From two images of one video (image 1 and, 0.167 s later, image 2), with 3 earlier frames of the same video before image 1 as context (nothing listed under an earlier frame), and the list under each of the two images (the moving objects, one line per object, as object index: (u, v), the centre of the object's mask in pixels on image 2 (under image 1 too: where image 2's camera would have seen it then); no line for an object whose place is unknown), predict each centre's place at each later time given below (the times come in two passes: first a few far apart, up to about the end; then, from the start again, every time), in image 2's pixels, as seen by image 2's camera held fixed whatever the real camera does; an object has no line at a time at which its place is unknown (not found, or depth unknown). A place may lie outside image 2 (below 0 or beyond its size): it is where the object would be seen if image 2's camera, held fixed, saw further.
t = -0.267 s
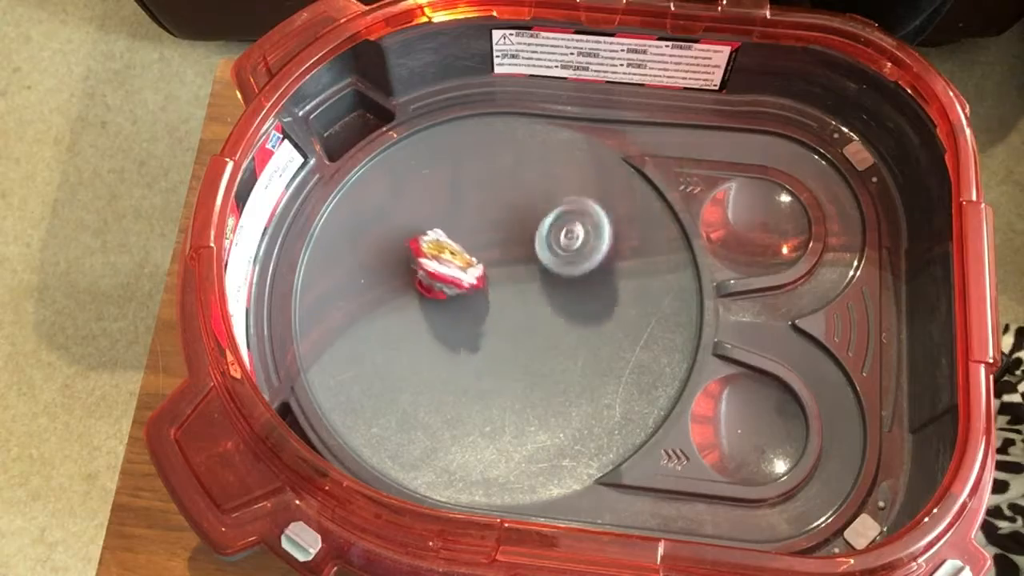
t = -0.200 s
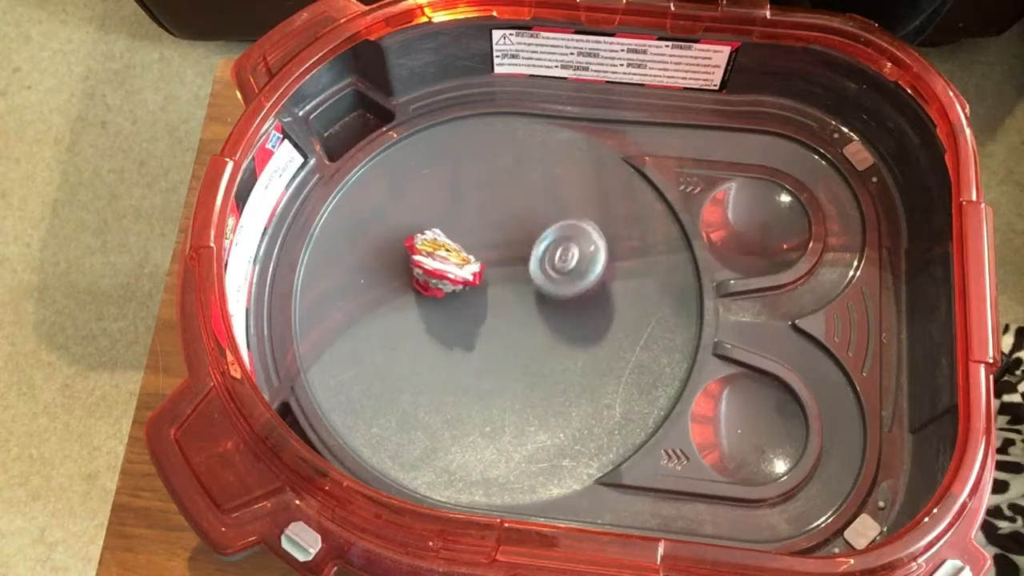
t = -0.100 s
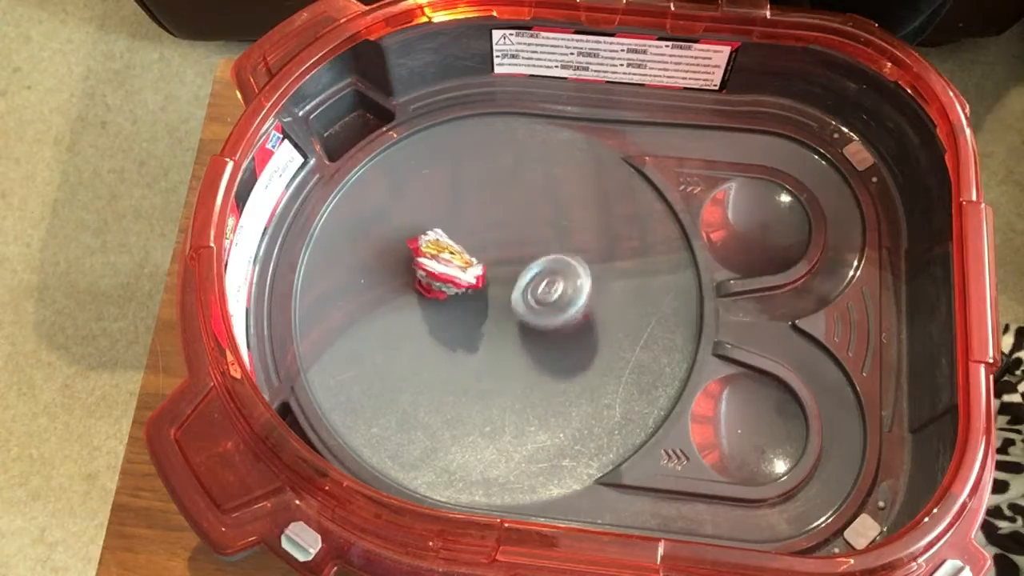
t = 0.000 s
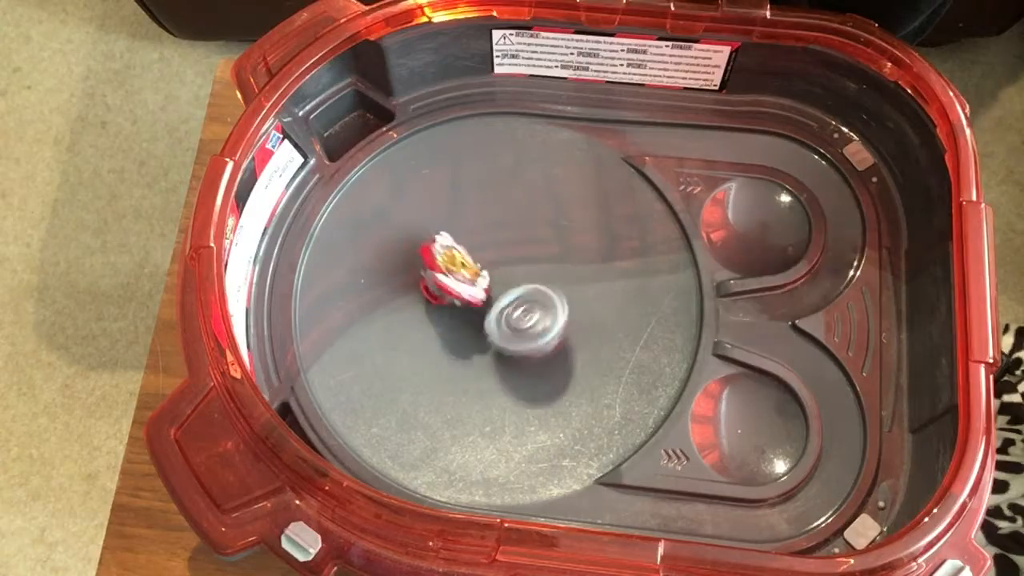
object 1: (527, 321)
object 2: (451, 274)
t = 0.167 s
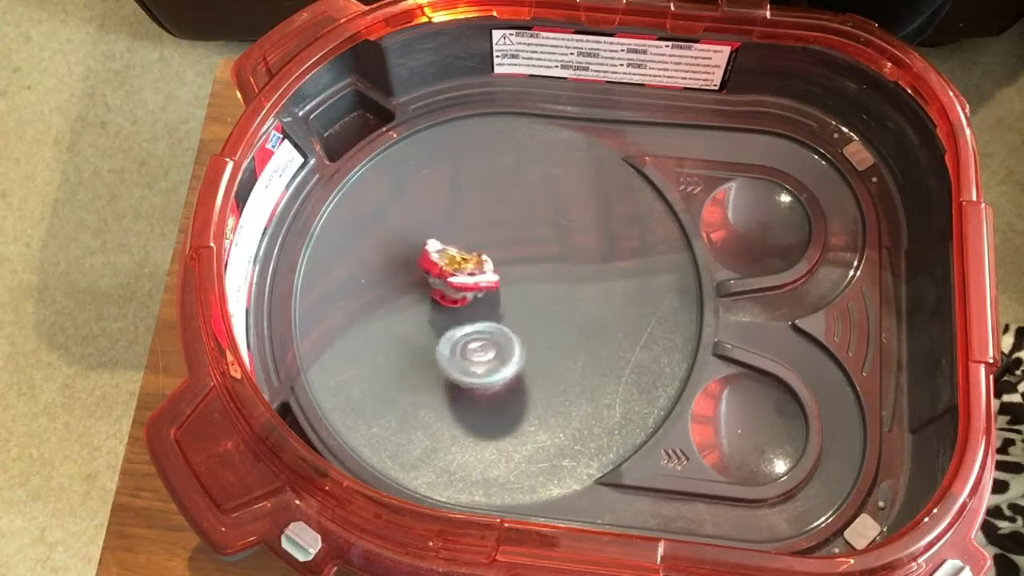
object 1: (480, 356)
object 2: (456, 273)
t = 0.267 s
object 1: (448, 354)
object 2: (466, 278)
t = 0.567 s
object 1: (407, 292)
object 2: (486, 303)
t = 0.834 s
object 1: (463, 241)
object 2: (490, 314)
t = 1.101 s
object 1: (529, 264)
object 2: (483, 330)
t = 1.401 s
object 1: (547, 326)
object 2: (450, 325)
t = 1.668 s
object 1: (514, 352)
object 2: (433, 291)
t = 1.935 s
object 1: (518, 329)
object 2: (436, 292)
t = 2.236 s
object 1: (545, 340)
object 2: (441, 297)
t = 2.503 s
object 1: (529, 329)
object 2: (441, 297)
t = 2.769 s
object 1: (517, 300)
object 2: (437, 290)
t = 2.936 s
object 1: (518, 291)
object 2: (441, 297)
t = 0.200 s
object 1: (469, 356)
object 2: (459, 274)
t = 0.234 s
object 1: (459, 356)
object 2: (463, 276)
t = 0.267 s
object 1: (448, 354)
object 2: (466, 278)
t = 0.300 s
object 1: (438, 351)
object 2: (470, 280)
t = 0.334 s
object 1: (429, 345)
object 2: (472, 282)
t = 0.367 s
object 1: (422, 339)
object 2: (474, 285)
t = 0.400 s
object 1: (415, 332)
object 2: (476, 287)
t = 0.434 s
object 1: (410, 324)
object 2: (478, 290)
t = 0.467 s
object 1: (406, 317)
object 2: (480, 293)
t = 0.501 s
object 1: (405, 308)
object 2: (484, 297)
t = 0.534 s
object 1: (404, 301)
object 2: (486, 300)
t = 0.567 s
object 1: (407, 292)
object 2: (486, 303)
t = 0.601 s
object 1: (410, 283)
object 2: (486, 305)
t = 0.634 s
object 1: (415, 275)
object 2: (486, 306)
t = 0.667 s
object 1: (421, 268)
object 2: (487, 305)
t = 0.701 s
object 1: (427, 259)
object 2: (488, 307)
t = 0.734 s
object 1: (435, 251)
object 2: (490, 310)
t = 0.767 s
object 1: (444, 246)
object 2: (490, 311)
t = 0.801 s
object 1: (454, 244)
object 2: (491, 313)
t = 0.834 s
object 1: (463, 241)
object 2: (490, 314)
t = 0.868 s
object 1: (472, 240)
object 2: (490, 314)
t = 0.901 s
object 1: (481, 240)
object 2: (490, 315)
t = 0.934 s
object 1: (490, 240)
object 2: (491, 319)
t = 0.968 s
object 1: (500, 242)
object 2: (490, 323)
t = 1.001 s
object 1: (509, 246)
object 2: (488, 327)
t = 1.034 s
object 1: (516, 252)
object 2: (486, 328)
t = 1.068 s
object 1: (524, 257)
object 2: (484, 329)
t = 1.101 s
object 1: (529, 264)
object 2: (483, 330)
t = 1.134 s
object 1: (535, 271)
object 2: (483, 330)
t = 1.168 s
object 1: (539, 280)
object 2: (482, 330)
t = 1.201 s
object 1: (543, 288)
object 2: (479, 331)
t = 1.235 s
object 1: (545, 296)
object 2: (475, 332)
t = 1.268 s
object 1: (550, 303)
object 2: (466, 334)
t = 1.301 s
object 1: (554, 308)
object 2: (458, 334)
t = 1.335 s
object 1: (554, 315)
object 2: (453, 331)
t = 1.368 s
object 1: (551, 321)
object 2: (451, 327)
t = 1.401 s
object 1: (547, 326)
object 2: (450, 325)
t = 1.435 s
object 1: (541, 330)
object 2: (450, 322)
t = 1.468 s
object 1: (536, 334)
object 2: (449, 321)
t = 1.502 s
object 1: (529, 336)
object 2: (449, 320)
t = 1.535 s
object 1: (524, 340)
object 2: (446, 316)
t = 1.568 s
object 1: (522, 346)
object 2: (441, 309)
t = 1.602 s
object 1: (522, 350)
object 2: (438, 301)
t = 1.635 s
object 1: (520, 352)
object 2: (436, 295)
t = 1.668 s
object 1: (514, 352)
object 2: (433, 291)
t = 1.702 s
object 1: (512, 346)
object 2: (432, 287)
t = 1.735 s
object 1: (511, 342)
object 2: (431, 284)
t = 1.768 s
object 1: (511, 341)
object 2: (431, 284)
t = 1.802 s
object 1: (512, 338)
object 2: (431, 283)
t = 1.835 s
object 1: (513, 336)
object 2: (431, 284)
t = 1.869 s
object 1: (514, 334)
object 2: (431, 286)
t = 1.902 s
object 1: (516, 332)
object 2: (432, 288)
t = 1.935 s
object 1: (518, 329)
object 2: (436, 292)
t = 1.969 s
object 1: (520, 328)
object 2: (439, 296)
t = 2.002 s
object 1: (523, 327)
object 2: (443, 298)
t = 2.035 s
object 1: (526, 328)
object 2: (444, 298)
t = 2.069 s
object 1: (534, 331)
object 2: (443, 297)
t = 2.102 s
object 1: (538, 335)
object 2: (440, 296)
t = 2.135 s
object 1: (543, 335)
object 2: (439, 295)
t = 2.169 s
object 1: (546, 338)
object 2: (439, 295)
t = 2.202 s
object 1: (544, 338)
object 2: (440, 296)
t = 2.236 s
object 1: (545, 340)
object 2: (441, 297)
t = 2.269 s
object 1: (545, 337)
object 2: (442, 297)
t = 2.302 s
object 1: (544, 337)
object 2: (443, 297)
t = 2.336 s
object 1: (543, 336)
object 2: (443, 297)
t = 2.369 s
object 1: (543, 338)
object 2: (442, 297)
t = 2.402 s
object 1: (540, 337)
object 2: (441, 297)
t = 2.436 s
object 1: (538, 335)
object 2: (440, 296)
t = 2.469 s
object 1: (533, 333)
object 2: (441, 297)
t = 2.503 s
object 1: (529, 329)
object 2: (441, 297)
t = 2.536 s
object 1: (524, 326)
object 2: (441, 297)
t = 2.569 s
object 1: (519, 321)
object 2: (441, 297)
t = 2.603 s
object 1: (516, 318)
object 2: (440, 296)
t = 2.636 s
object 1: (517, 313)
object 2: (438, 294)
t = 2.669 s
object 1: (518, 310)
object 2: (437, 292)
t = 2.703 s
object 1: (518, 307)
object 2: (436, 291)
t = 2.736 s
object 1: (517, 303)
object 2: (436, 290)
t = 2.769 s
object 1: (517, 300)
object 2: (437, 290)
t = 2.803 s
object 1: (517, 297)
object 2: (437, 291)
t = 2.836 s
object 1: (516, 295)
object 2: (438, 292)
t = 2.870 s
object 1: (517, 293)
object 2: (439, 294)
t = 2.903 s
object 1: (517, 291)
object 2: (440, 296)
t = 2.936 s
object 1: (518, 291)
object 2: (441, 297)
